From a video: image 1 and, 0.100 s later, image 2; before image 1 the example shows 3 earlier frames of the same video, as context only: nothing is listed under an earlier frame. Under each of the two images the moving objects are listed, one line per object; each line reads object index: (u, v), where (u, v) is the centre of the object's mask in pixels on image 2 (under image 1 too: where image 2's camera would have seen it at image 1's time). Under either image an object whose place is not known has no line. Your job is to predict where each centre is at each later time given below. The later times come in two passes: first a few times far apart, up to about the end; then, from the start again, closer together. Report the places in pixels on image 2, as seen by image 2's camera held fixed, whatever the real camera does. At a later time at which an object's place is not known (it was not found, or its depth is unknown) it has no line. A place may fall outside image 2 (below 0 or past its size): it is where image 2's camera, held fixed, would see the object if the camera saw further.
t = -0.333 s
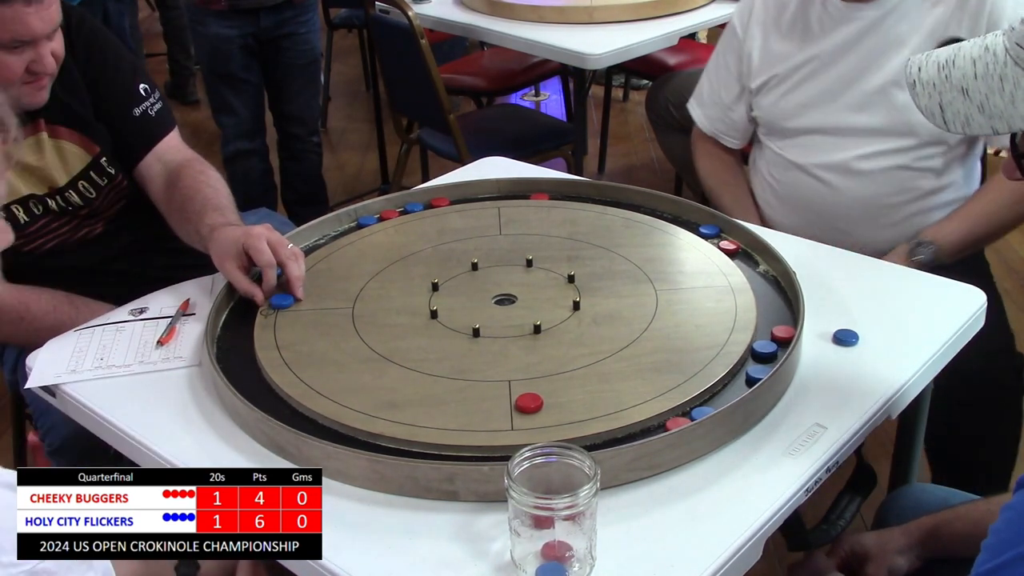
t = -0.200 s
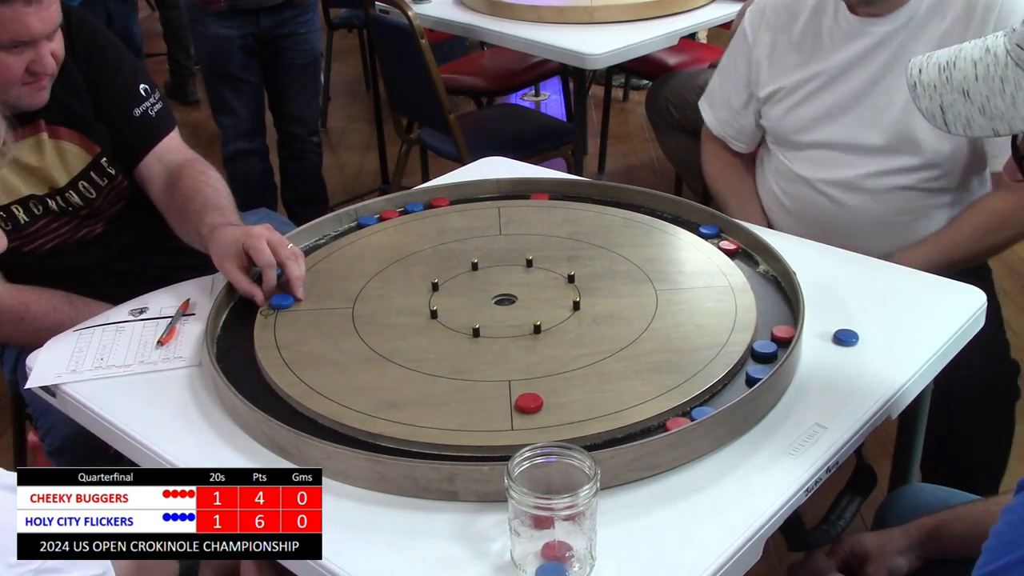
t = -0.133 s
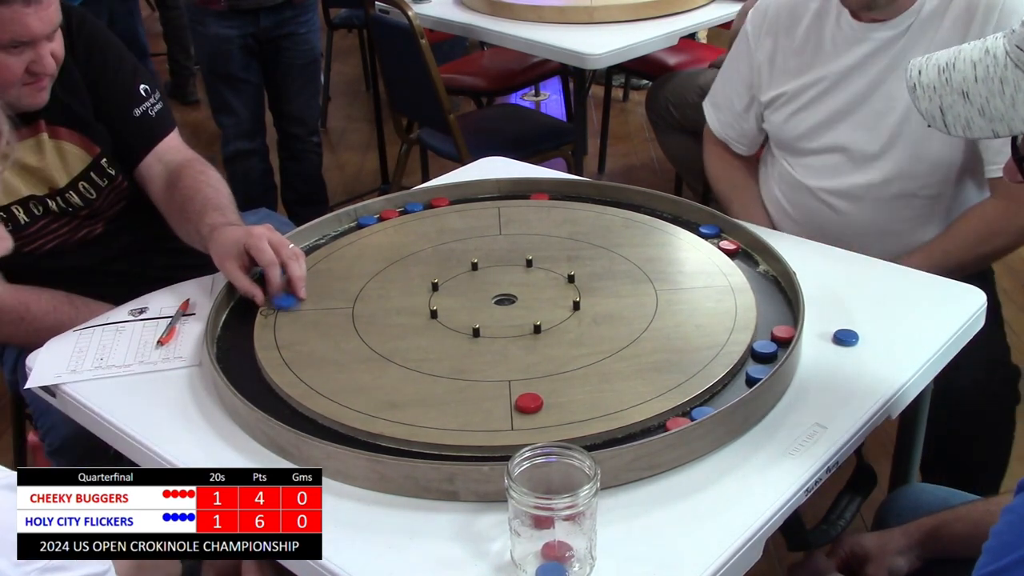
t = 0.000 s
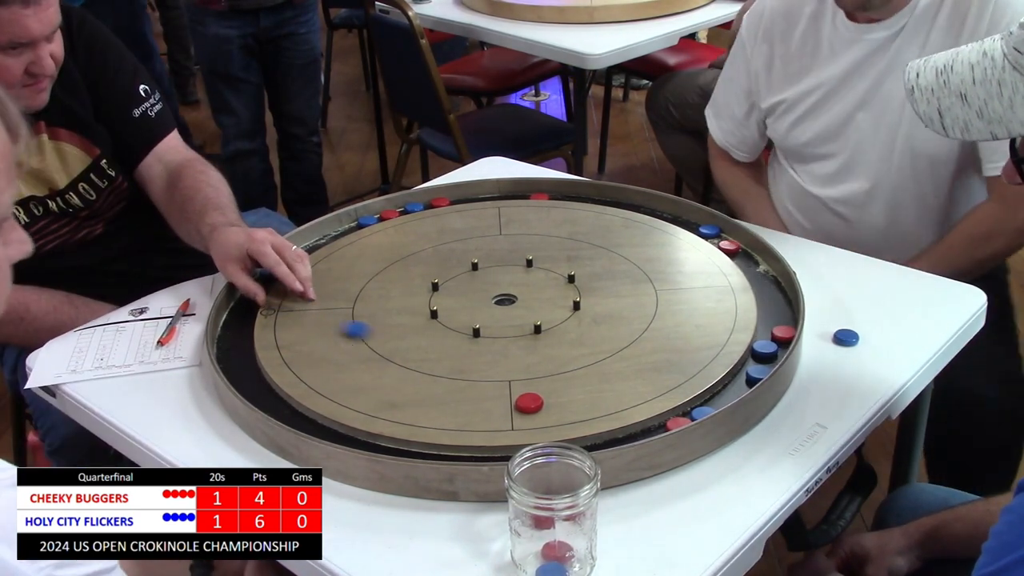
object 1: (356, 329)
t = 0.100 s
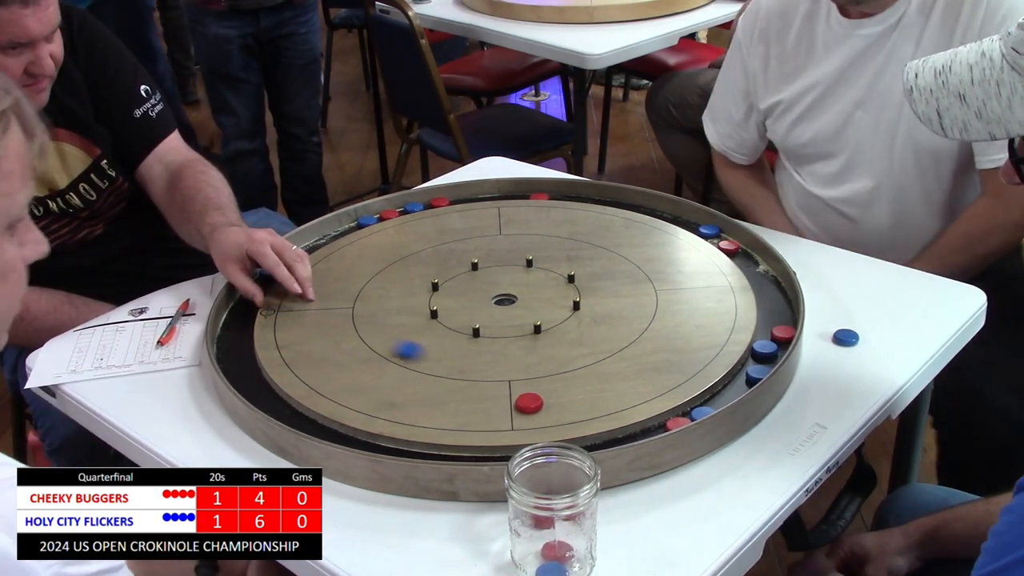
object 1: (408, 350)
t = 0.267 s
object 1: (492, 381)
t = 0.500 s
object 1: (544, 385)
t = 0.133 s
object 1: (424, 356)
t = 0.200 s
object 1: (459, 369)
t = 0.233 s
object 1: (474, 375)
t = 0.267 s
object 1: (492, 381)
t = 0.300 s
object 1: (508, 387)
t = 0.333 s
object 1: (519, 389)
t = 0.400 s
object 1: (531, 387)
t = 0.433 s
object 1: (536, 386)
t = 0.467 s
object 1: (540, 386)
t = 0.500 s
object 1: (544, 385)
